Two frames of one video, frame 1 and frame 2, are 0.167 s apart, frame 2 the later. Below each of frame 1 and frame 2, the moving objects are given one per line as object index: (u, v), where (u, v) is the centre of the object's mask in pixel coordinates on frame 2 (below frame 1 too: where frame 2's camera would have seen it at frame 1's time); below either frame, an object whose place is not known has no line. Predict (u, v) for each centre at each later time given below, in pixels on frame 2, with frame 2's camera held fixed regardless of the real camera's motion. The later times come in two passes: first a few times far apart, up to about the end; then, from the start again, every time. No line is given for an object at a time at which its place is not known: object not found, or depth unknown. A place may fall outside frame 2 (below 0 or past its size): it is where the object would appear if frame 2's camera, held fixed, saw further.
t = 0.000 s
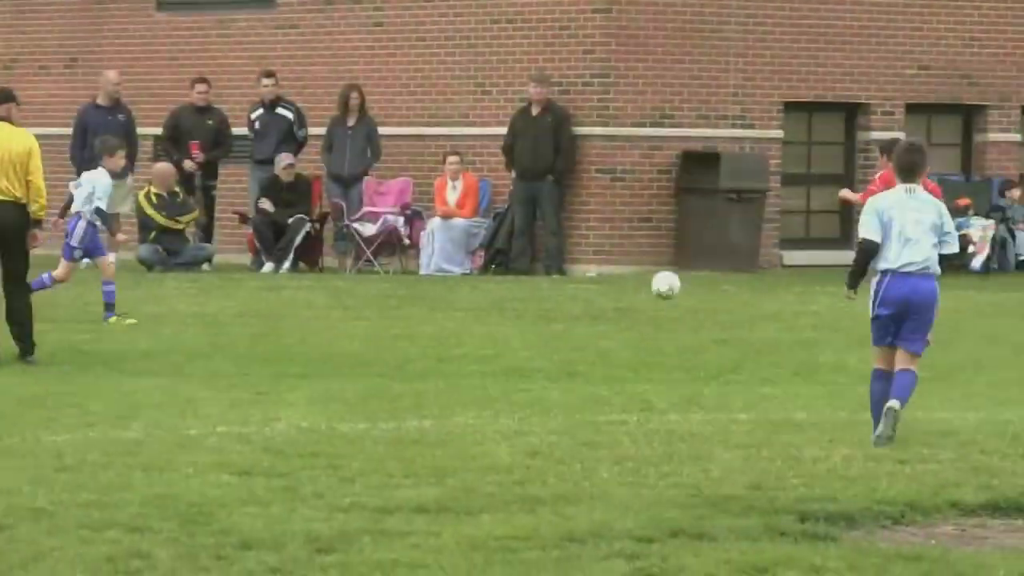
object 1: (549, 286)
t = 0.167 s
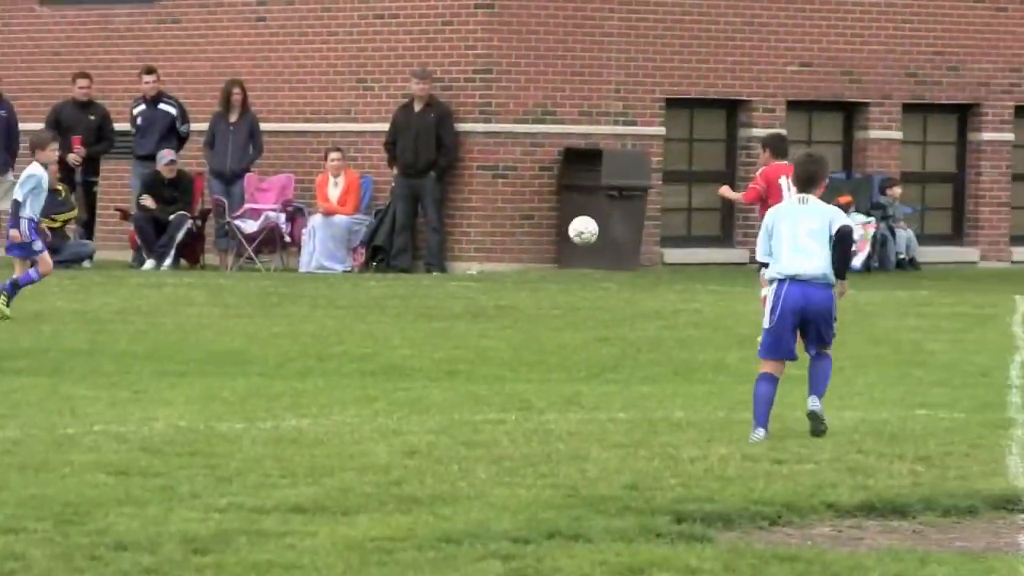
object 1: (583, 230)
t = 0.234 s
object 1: (597, 220)
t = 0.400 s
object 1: (632, 220)
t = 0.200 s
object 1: (590, 225)
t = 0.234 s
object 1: (597, 220)
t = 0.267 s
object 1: (605, 217)
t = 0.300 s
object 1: (612, 216)
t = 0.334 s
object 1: (618, 215)
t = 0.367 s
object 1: (625, 216)
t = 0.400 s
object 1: (632, 220)
